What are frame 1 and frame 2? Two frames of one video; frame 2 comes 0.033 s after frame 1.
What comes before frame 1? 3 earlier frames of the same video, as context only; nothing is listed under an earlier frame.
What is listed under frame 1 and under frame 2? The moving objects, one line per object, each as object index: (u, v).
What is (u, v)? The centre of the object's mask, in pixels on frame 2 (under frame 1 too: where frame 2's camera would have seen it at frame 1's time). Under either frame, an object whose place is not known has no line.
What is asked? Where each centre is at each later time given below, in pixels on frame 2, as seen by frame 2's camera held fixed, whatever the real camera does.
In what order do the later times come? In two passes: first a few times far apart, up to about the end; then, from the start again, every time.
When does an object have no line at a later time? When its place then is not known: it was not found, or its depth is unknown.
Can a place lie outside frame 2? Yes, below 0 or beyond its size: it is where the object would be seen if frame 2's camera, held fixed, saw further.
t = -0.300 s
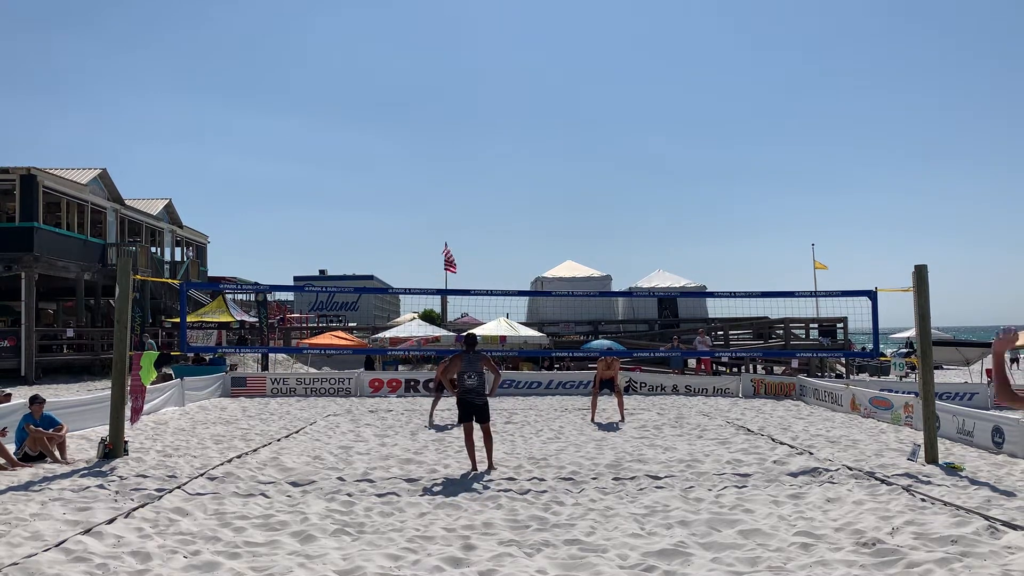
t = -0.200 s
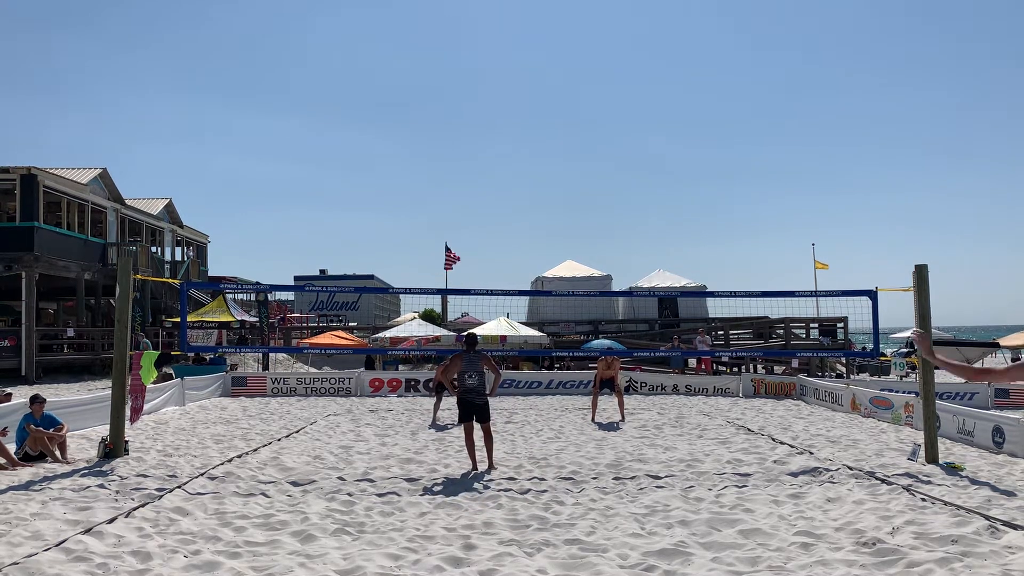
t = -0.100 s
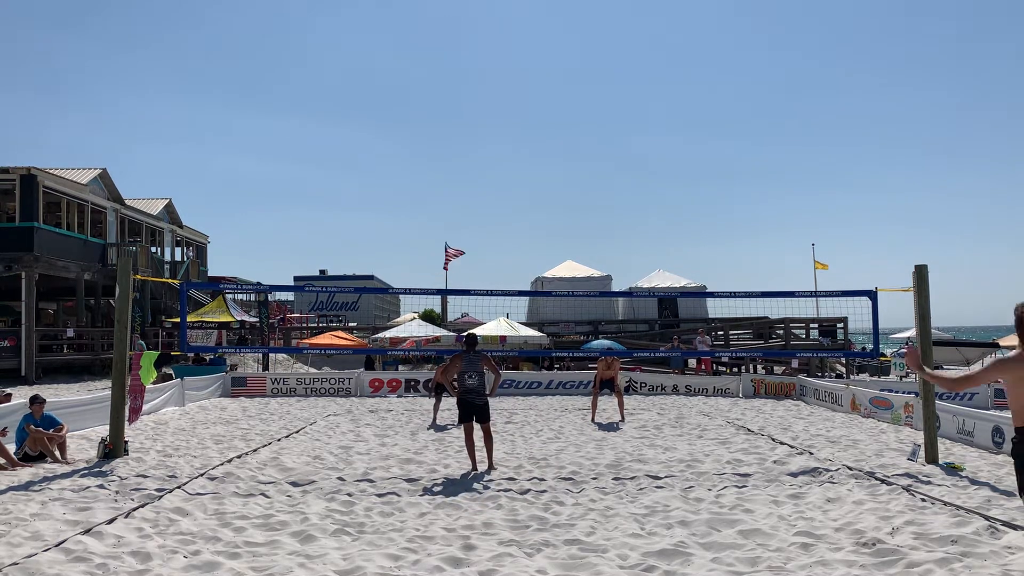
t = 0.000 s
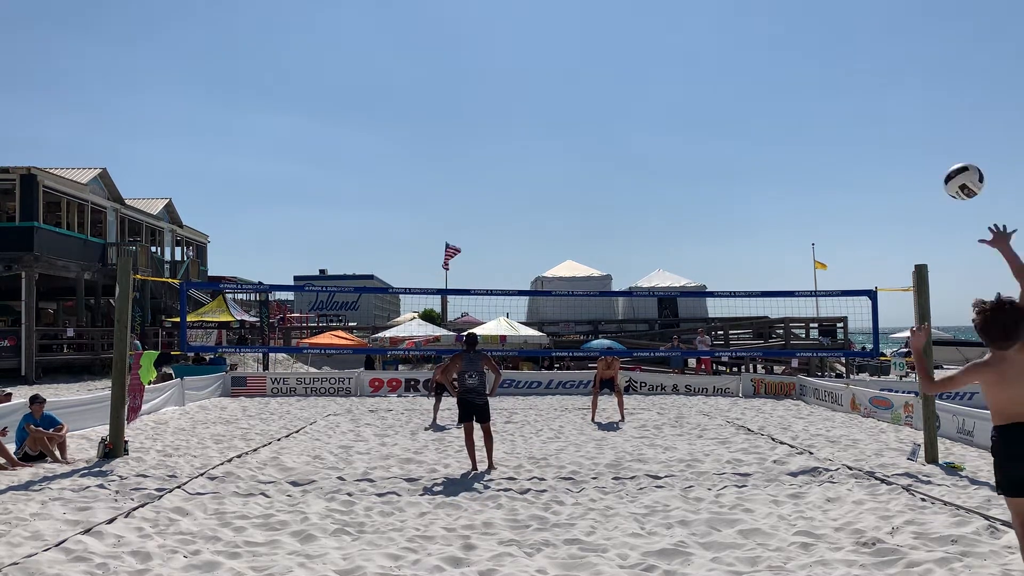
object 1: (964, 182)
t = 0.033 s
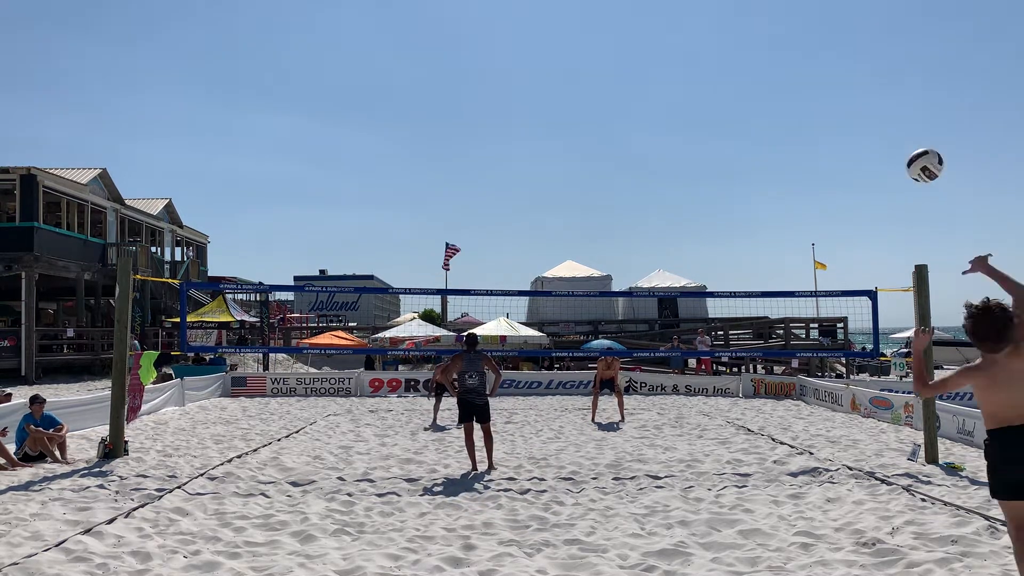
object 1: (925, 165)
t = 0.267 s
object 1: (762, 120)
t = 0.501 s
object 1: (683, 145)
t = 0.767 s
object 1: (629, 213)
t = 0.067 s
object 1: (892, 153)
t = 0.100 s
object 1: (863, 142)
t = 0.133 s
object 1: (838, 134)
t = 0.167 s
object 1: (816, 127)
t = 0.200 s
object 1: (797, 123)
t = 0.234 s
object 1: (779, 121)
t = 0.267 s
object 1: (762, 120)
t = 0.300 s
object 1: (748, 121)
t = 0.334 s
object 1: (734, 122)
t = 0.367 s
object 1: (722, 125)
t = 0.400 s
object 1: (711, 129)
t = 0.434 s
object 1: (701, 133)
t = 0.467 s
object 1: (691, 139)
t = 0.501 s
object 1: (683, 145)
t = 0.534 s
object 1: (674, 152)
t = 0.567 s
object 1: (667, 159)
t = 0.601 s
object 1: (660, 167)
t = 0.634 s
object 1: (653, 176)
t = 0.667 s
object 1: (647, 185)
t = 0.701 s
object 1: (641, 194)
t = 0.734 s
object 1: (635, 203)
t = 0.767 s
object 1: (629, 213)
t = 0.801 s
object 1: (624, 223)
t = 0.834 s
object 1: (619, 233)
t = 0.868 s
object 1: (613, 244)
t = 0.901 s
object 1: (608, 254)
